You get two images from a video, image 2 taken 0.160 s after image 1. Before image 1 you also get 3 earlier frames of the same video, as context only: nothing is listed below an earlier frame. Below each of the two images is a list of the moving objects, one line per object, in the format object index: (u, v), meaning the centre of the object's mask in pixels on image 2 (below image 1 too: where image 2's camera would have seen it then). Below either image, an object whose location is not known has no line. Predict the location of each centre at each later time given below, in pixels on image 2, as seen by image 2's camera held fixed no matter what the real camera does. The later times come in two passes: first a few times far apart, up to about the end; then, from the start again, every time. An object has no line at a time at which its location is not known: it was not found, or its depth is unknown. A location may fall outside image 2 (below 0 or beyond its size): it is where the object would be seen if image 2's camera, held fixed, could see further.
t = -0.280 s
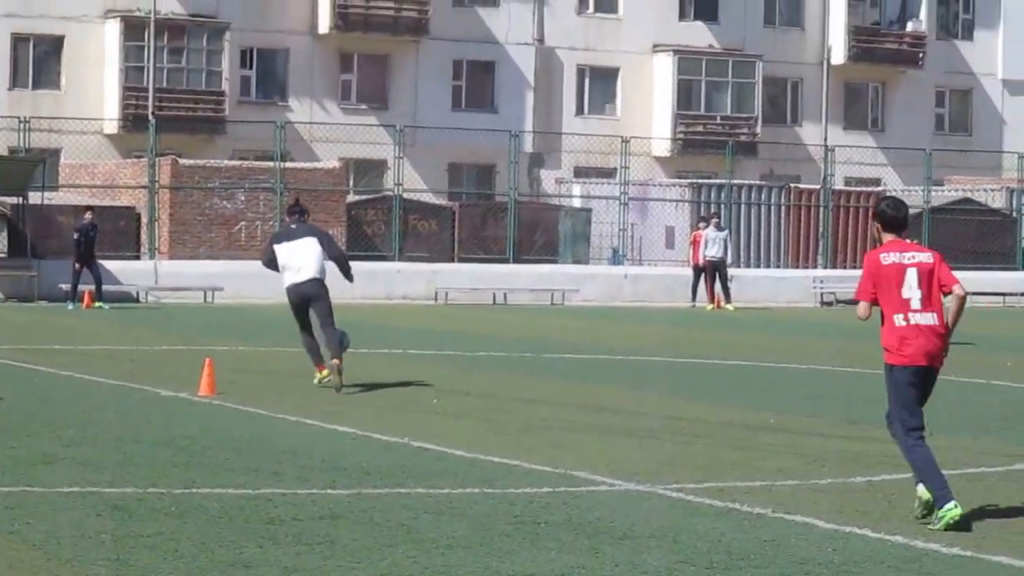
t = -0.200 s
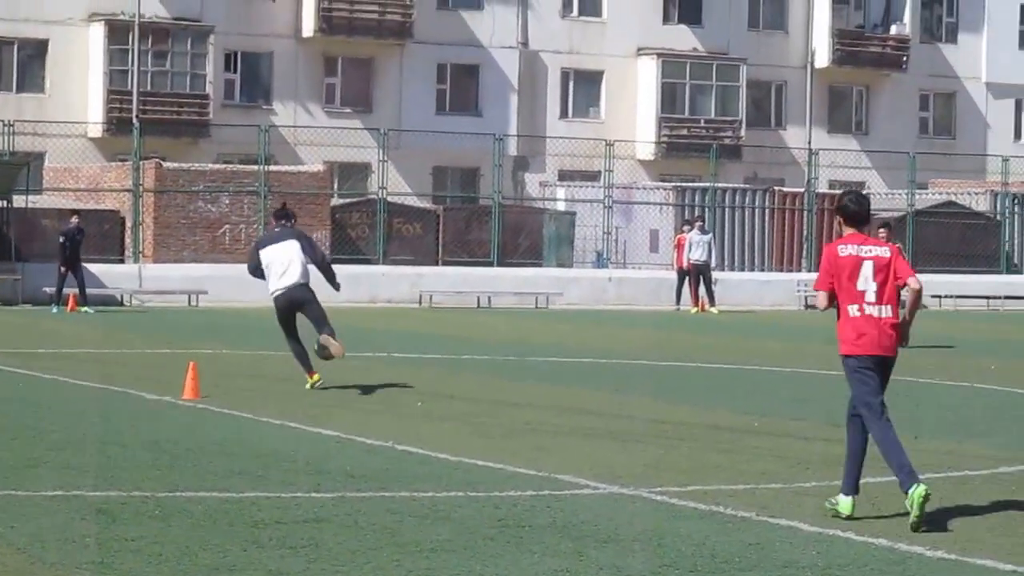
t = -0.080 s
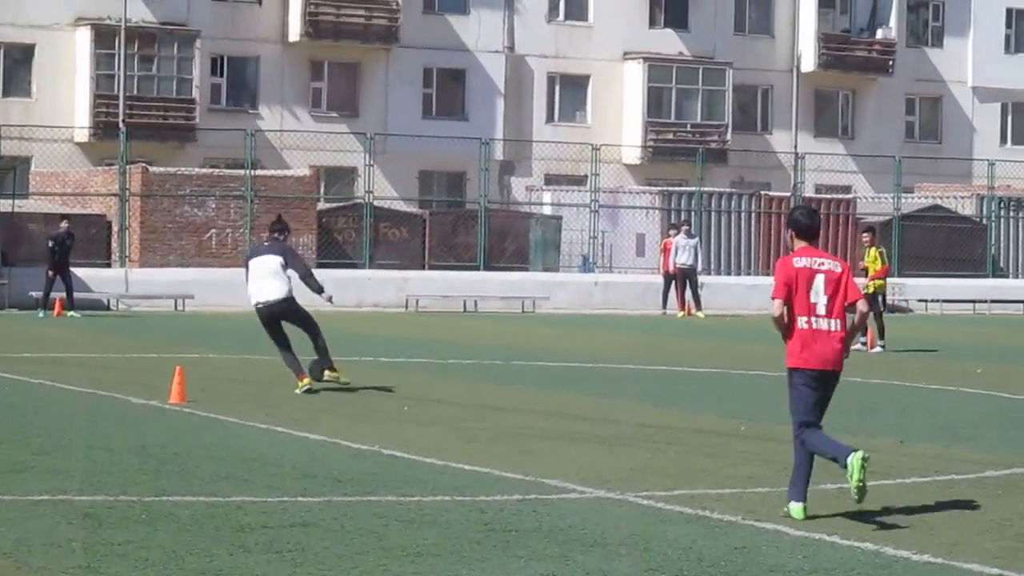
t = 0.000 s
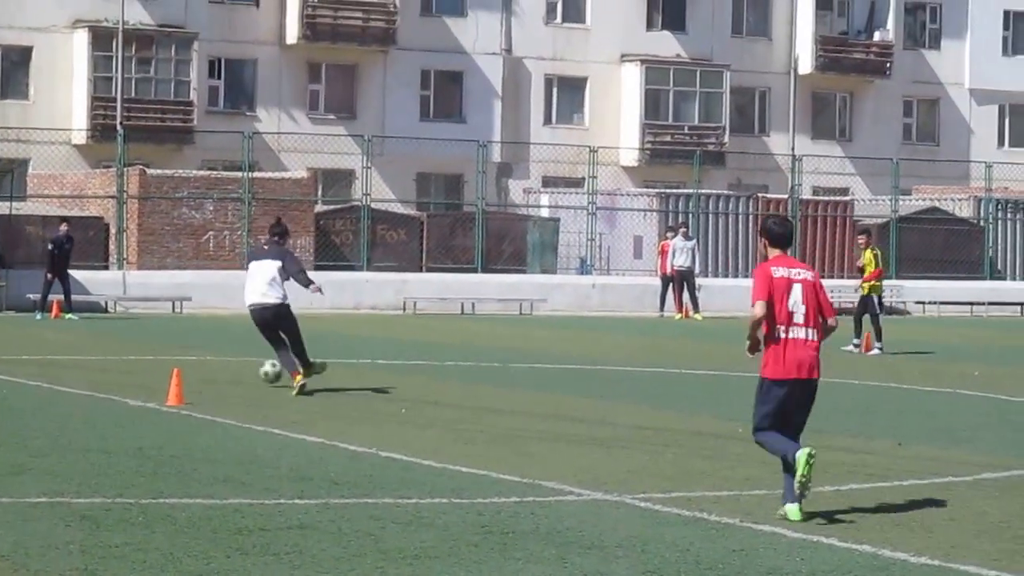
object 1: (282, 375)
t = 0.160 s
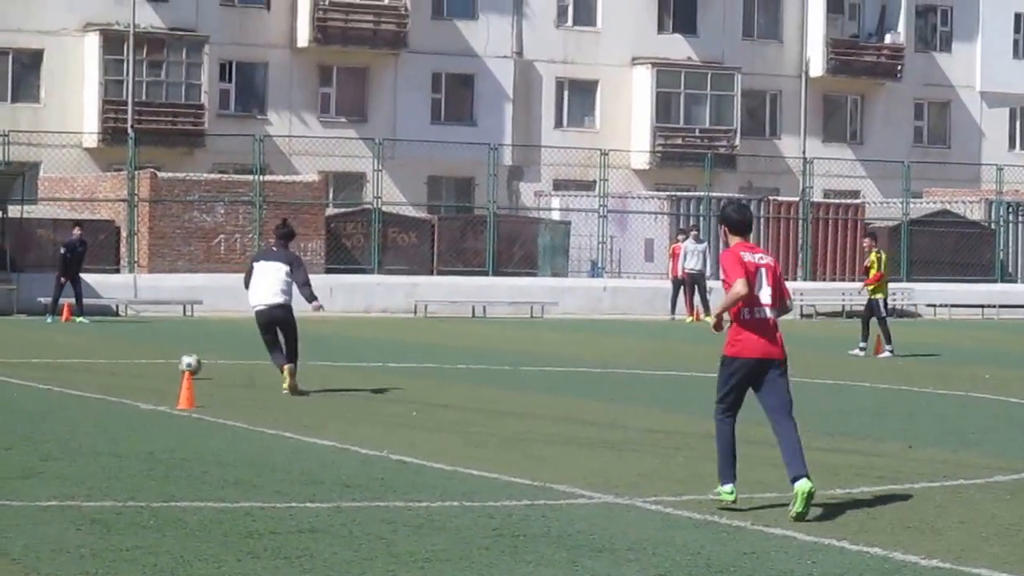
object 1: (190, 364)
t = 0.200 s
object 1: (169, 364)
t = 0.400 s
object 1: (81, 355)
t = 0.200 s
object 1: (169, 364)
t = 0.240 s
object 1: (150, 364)
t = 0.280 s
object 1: (132, 360)
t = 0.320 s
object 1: (115, 357)
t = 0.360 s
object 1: (97, 355)
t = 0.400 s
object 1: (81, 355)
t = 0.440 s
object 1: (65, 356)
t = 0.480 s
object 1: (50, 354)
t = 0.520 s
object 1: (36, 351)
